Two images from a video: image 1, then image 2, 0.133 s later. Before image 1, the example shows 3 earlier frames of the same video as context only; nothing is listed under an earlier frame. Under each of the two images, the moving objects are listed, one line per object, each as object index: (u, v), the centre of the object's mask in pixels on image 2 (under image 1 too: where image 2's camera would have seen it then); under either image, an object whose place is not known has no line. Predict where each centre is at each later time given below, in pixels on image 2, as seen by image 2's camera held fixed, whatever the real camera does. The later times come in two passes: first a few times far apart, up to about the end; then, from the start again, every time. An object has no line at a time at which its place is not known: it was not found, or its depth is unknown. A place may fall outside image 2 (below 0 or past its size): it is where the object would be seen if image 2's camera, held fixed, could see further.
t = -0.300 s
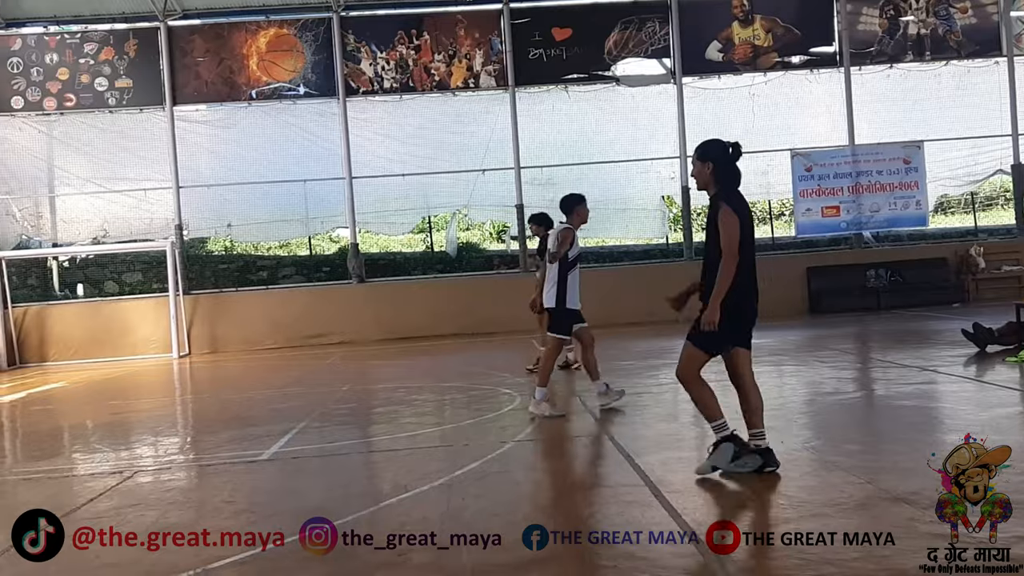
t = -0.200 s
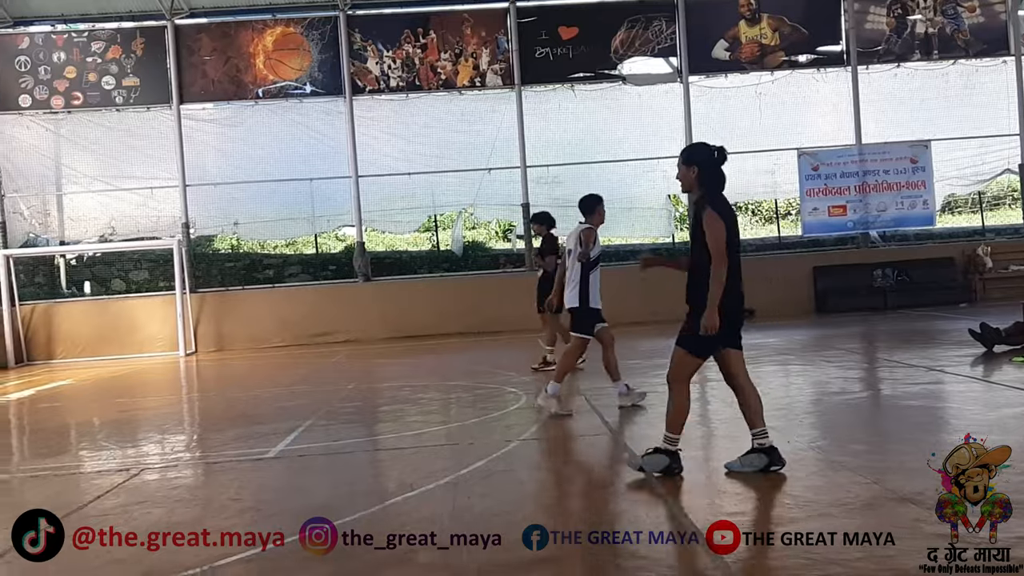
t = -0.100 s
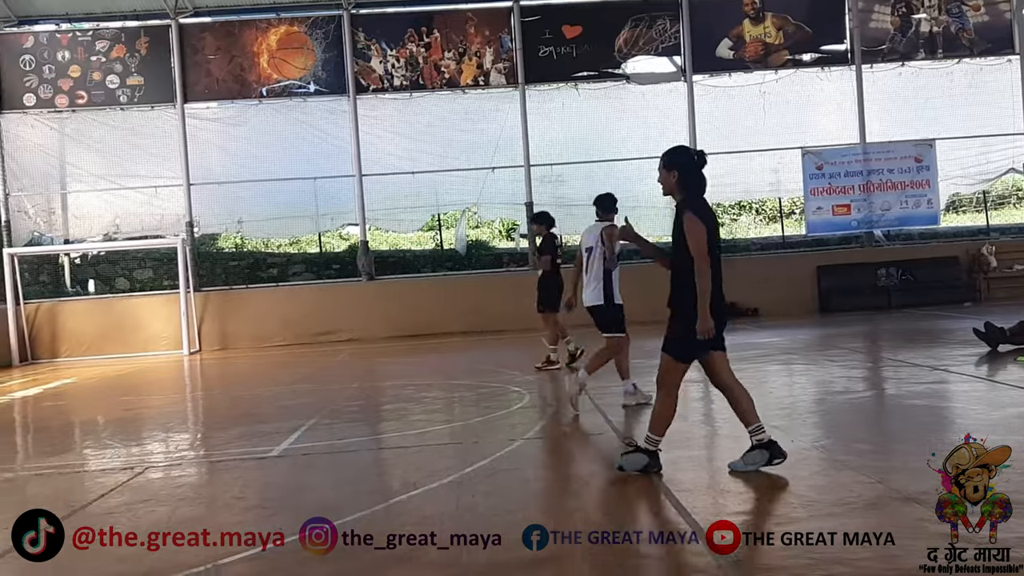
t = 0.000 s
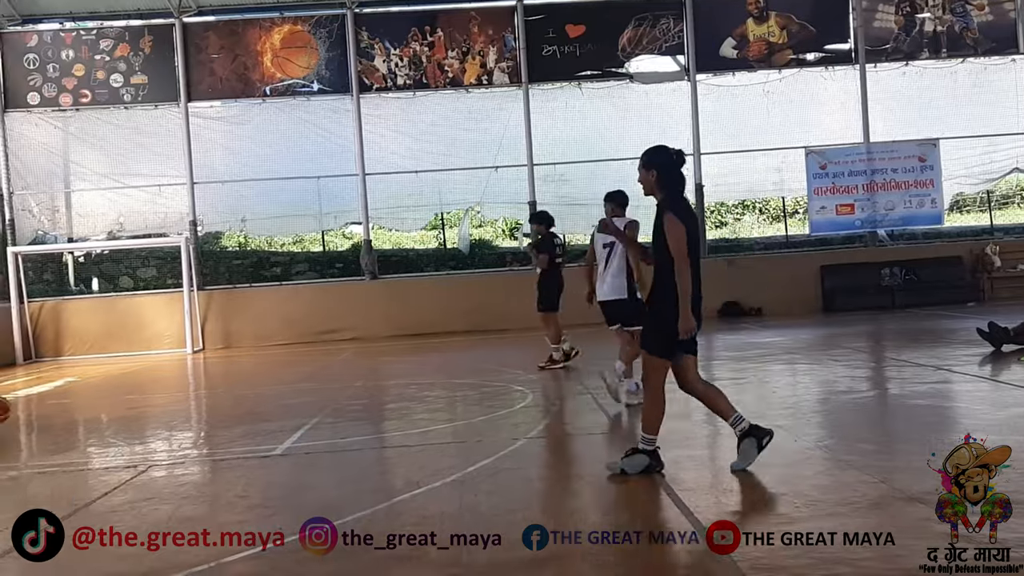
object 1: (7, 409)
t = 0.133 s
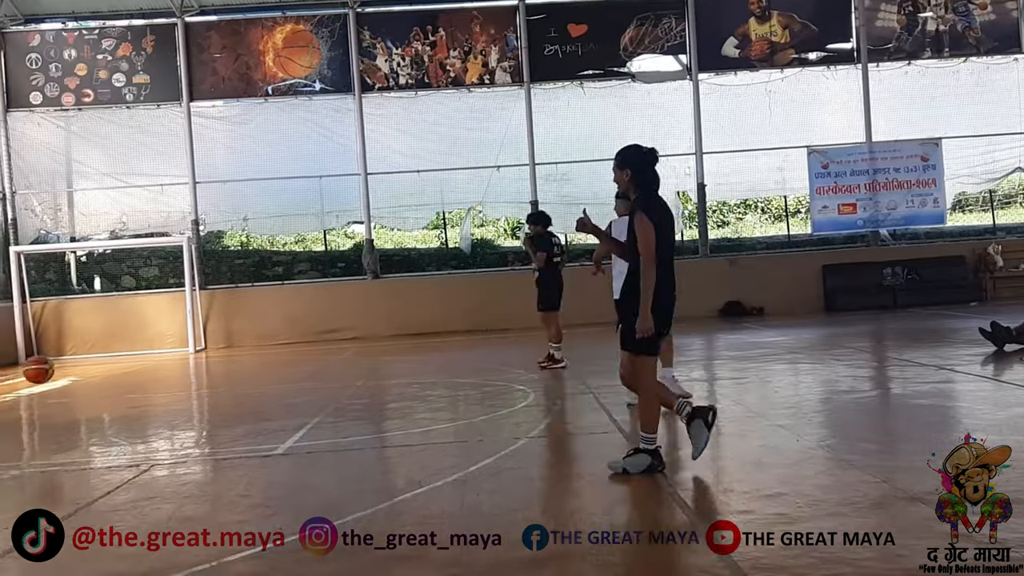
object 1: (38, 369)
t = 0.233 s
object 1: (70, 353)
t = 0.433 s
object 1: (135, 354)
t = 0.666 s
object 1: (212, 402)
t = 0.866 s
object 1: (270, 358)
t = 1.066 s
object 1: (331, 359)
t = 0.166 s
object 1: (49, 363)
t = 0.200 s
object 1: (59, 357)
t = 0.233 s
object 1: (70, 353)
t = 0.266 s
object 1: (81, 350)
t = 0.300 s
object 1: (91, 348)
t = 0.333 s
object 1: (102, 348)
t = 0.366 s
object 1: (113, 348)
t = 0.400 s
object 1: (124, 351)
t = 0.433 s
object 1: (135, 354)
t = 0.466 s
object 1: (146, 359)
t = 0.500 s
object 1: (156, 365)
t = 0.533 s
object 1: (168, 373)
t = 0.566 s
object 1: (179, 381)
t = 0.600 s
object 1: (190, 391)
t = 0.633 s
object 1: (202, 402)
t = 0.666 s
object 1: (212, 402)
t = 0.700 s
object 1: (221, 392)
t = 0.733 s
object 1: (231, 382)
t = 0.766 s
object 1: (240, 374)
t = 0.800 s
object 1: (251, 367)
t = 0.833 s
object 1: (260, 362)
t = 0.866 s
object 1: (270, 358)
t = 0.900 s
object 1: (280, 355)
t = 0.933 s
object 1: (290, 353)
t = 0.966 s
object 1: (301, 352)
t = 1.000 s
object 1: (311, 354)
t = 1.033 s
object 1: (320, 356)
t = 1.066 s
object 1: (331, 359)
